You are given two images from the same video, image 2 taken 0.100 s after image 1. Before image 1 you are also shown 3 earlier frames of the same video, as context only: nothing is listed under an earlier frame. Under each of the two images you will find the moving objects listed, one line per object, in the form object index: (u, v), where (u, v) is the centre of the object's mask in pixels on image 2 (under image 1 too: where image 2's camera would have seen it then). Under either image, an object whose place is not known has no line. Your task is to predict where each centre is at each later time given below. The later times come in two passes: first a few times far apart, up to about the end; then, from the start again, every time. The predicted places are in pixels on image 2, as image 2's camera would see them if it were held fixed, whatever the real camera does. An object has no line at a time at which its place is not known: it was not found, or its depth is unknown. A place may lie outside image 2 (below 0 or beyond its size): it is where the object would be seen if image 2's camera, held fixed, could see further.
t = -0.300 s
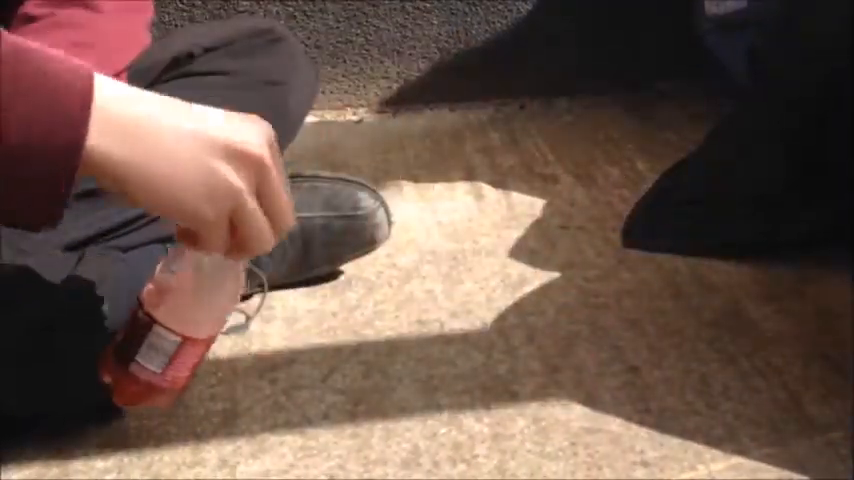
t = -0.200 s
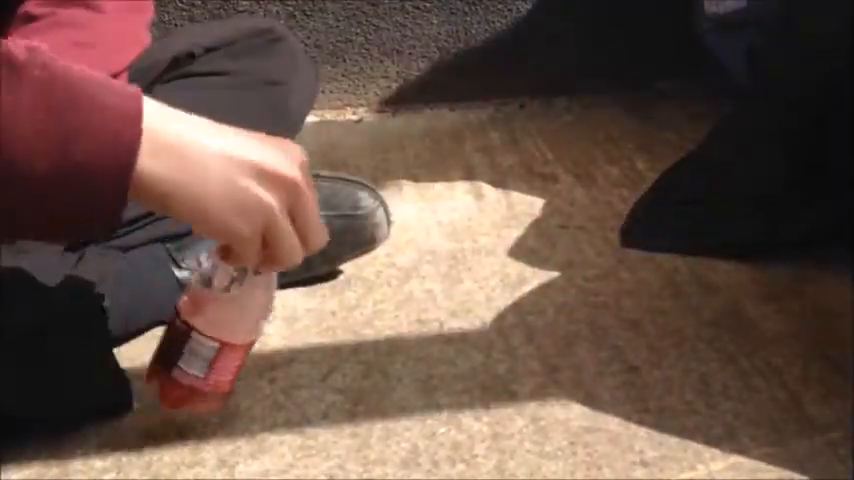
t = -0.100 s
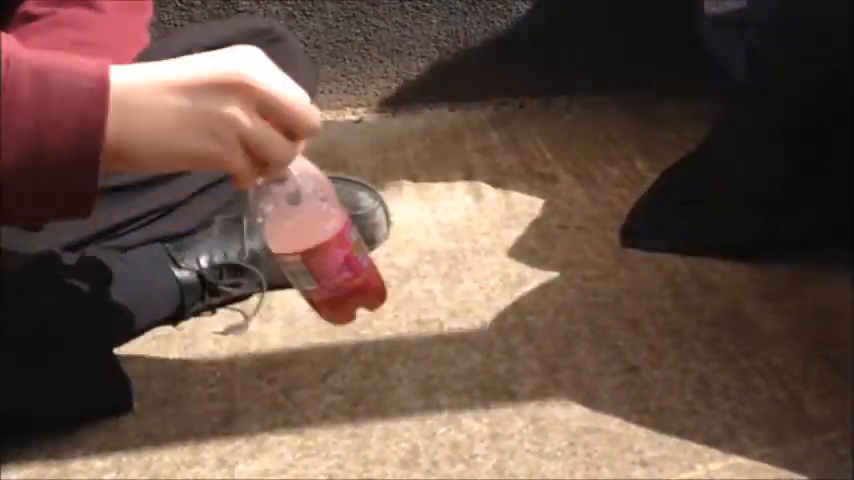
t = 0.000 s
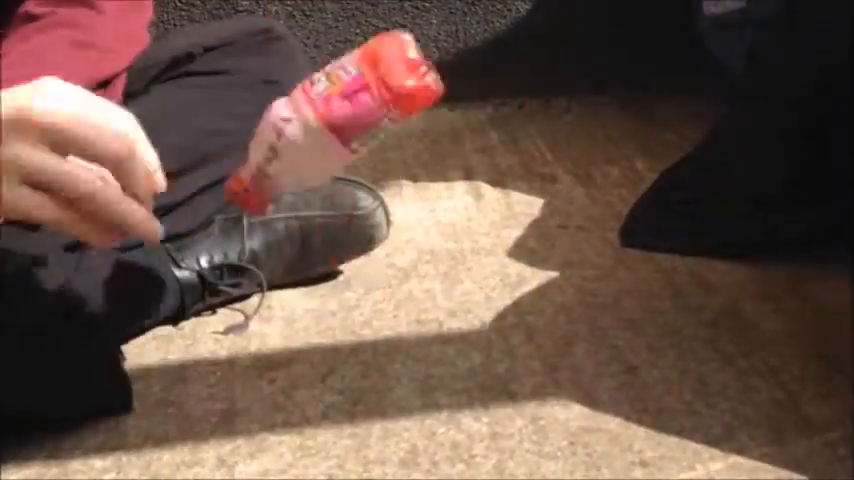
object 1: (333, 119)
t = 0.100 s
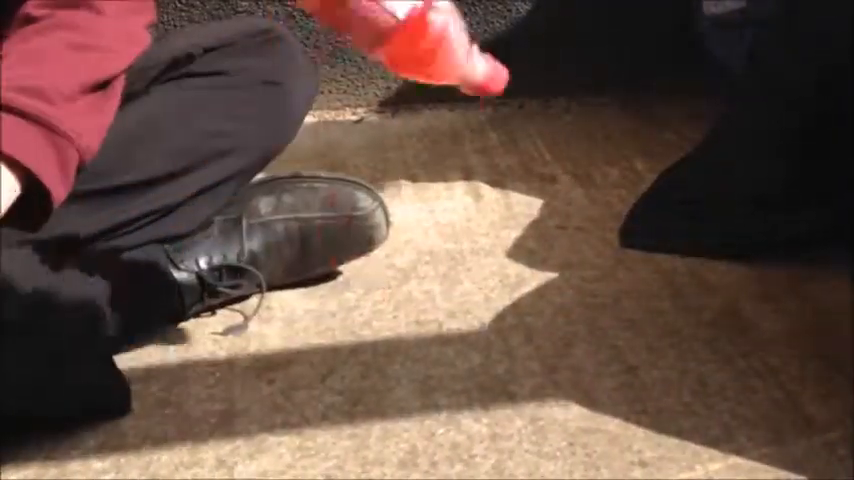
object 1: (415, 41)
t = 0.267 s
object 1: (409, 168)
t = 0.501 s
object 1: (370, 338)
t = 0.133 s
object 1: (413, 26)
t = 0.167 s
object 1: (394, 28)
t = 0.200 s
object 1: (389, 53)
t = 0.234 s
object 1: (403, 99)
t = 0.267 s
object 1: (409, 168)
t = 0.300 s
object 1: (413, 254)
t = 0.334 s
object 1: (415, 339)
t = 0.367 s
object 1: (403, 339)
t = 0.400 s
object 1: (393, 340)
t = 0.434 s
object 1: (386, 340)
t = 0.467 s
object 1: (380, 340)
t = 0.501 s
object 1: (370, 338)
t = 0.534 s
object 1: (359, 341)
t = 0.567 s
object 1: (346, 344)
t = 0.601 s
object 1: (330, 350)
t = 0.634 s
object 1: (312, 361)
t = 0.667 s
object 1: (300, 384)
